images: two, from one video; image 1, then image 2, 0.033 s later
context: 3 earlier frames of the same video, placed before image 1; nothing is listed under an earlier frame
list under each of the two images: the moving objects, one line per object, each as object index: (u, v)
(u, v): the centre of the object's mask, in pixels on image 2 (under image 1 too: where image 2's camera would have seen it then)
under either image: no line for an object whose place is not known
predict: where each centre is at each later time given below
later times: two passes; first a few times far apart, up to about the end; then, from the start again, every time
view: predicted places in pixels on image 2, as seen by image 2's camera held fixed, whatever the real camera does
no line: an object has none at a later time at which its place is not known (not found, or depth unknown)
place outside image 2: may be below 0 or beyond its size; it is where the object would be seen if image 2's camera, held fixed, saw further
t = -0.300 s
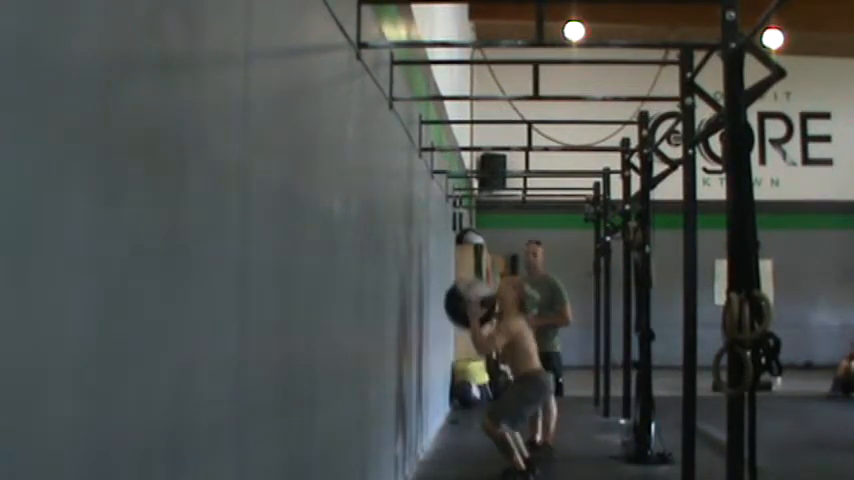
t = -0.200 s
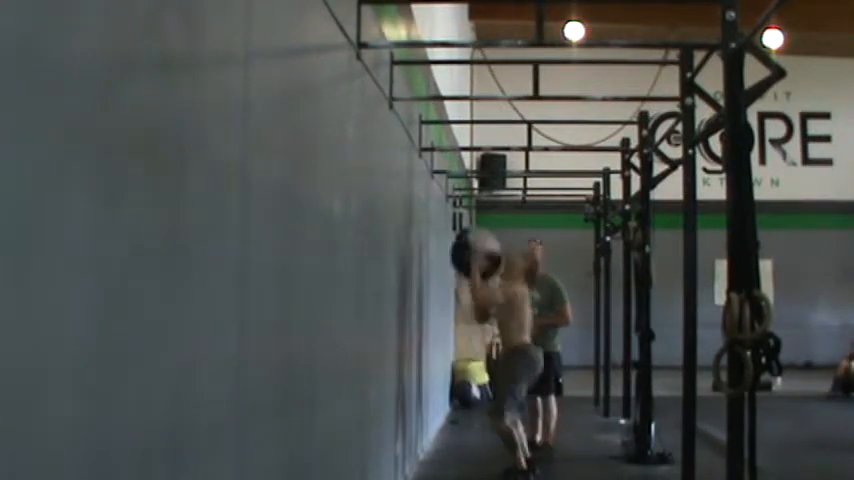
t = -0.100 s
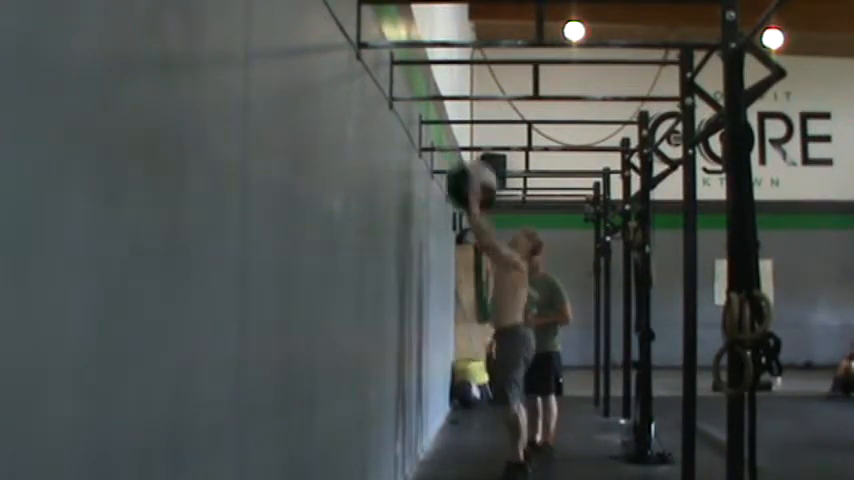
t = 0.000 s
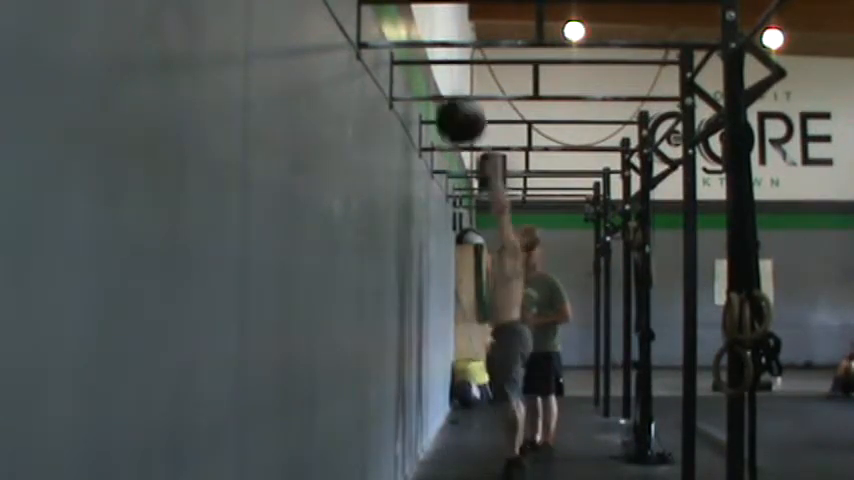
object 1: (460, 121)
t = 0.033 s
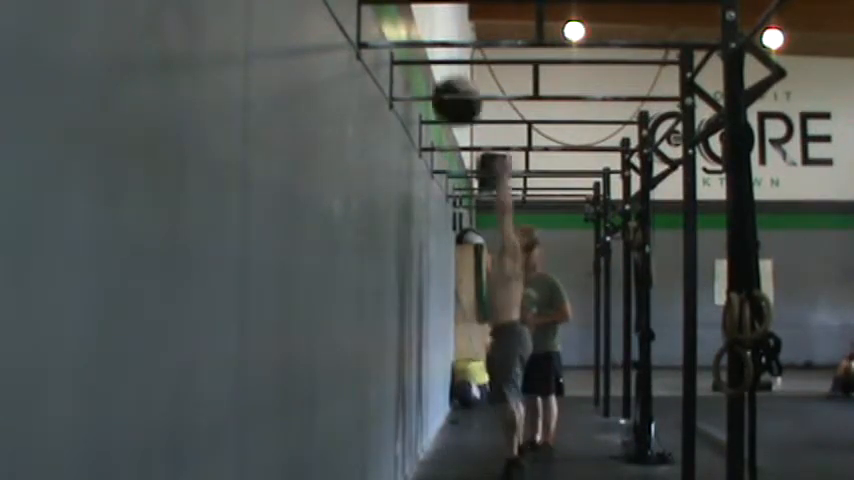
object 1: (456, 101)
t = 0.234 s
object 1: (434, 22)
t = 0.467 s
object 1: (444, 15)
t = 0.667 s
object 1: (461, 59)
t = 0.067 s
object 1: (452, 85)
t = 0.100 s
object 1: (448, 70)
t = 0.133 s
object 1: (445, 54)
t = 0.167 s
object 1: (441, 41)
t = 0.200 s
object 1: (437, 30)
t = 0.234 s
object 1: (434, 22)
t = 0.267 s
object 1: (430, 17)
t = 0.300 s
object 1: (431, 15)
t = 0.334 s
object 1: (433, 14)
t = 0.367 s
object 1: (436, 13)
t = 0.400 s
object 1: (439, 13)
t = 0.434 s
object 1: (442, 14)
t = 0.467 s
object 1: (444, 15)
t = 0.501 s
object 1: (447, 18)
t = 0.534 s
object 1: (449, 20)
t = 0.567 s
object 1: (454, 26)
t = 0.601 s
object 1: (455, 34)
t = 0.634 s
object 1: (457, 46)
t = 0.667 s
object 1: (461, 59)
